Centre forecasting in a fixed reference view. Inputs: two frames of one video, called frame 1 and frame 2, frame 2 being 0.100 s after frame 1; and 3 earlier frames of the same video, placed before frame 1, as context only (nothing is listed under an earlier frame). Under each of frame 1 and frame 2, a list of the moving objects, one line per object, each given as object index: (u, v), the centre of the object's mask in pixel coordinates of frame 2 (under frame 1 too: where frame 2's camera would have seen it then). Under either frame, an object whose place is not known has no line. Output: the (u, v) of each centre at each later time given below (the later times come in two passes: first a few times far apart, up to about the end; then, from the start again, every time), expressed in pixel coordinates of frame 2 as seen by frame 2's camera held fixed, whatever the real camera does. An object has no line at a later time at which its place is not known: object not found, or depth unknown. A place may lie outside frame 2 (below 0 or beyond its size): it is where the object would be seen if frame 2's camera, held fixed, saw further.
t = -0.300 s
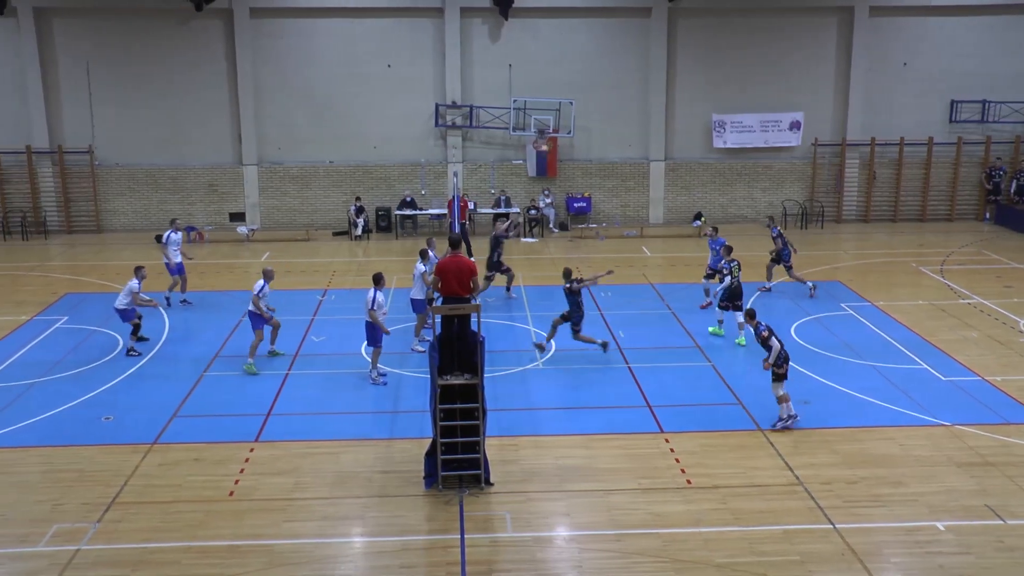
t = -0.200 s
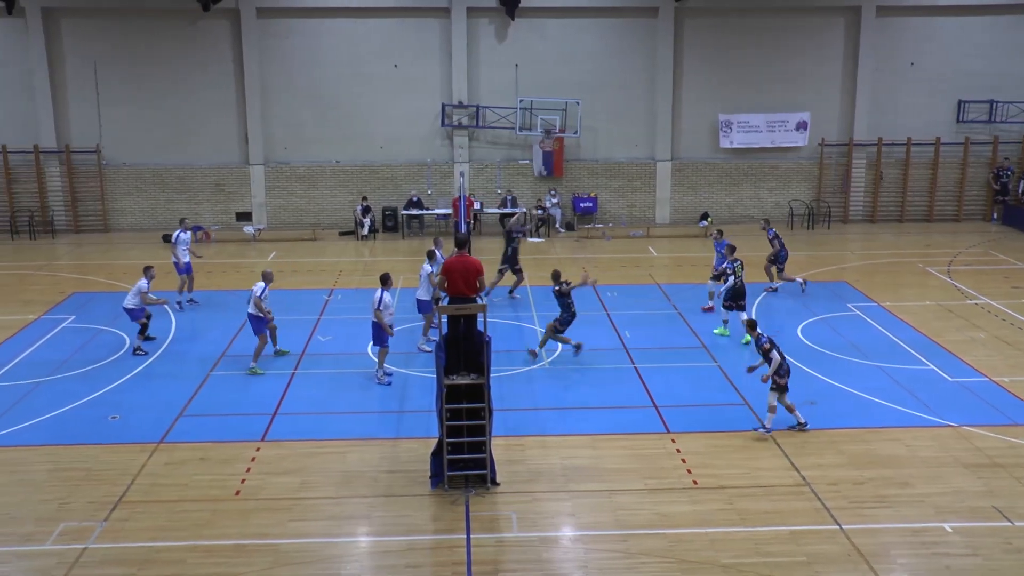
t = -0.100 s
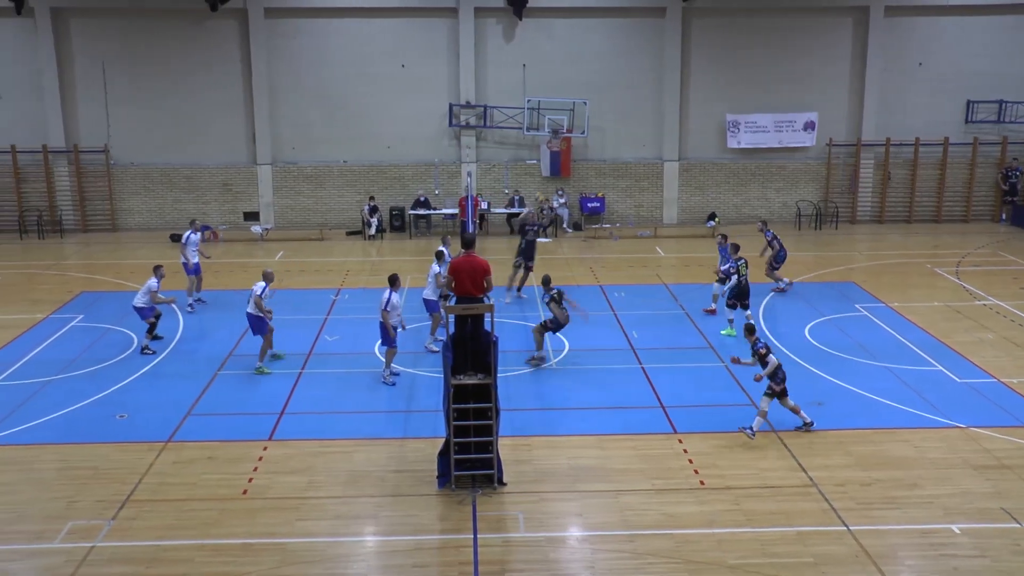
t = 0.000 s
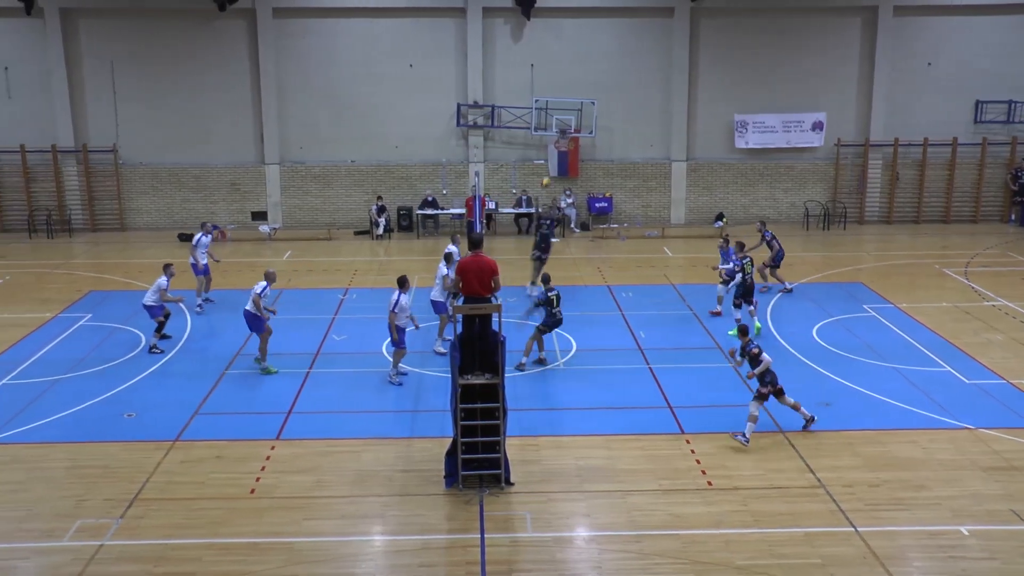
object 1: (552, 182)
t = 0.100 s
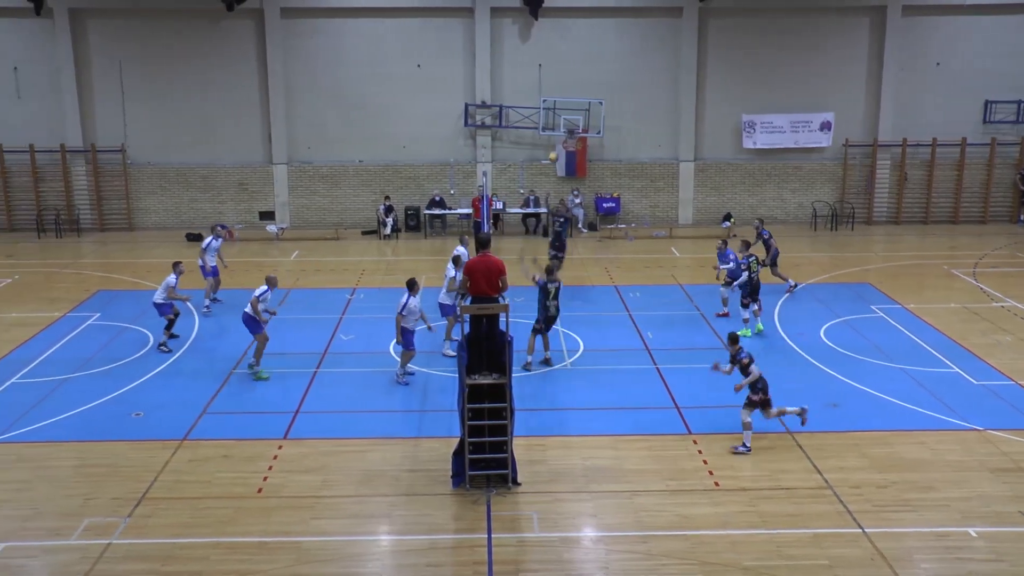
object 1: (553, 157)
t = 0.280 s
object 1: (552, 123)
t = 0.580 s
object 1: (554, 95)
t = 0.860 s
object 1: (555, 114)
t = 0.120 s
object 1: (553, 153)
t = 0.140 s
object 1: (553, 148)
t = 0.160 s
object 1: (553, 144)
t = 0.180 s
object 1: (553, 140)
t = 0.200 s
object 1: (553, 136)
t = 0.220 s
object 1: (553, 131)
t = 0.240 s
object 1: (553, 128)
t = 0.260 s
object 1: (553, 125)
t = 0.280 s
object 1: (552, 123)
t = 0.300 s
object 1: (553, 117)
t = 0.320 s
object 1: (553, 115)
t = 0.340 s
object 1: (553, 113)
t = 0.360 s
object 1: (553, 110)
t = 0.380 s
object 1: (553, 108)
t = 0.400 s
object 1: (555, 106)
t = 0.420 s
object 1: (554, 104)
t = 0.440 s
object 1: (554, 102)
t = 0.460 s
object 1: (554, 101)
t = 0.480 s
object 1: (554, 100)
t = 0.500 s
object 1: (555, 98)
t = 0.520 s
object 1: (554, 97)
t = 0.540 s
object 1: (554, 97)
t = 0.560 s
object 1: (554, 96)
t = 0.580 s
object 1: (554, 95)
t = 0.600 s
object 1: (555, 95)
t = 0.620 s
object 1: (555, 95)
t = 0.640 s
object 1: (555, 95)
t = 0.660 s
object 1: (555, 96)
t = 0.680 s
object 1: (554, 97)
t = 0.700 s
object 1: (555, 98)
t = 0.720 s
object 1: (555, 99)
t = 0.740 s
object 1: (555, 101)
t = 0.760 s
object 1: (555, 101)
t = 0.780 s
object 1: (555, 104)
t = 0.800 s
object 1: (555, 105)
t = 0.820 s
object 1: (555, 108)
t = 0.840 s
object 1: (555, 111)
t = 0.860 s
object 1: (555, 114)
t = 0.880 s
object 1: (556, 118)
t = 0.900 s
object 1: (556, 122)
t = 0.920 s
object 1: (556, 125)
